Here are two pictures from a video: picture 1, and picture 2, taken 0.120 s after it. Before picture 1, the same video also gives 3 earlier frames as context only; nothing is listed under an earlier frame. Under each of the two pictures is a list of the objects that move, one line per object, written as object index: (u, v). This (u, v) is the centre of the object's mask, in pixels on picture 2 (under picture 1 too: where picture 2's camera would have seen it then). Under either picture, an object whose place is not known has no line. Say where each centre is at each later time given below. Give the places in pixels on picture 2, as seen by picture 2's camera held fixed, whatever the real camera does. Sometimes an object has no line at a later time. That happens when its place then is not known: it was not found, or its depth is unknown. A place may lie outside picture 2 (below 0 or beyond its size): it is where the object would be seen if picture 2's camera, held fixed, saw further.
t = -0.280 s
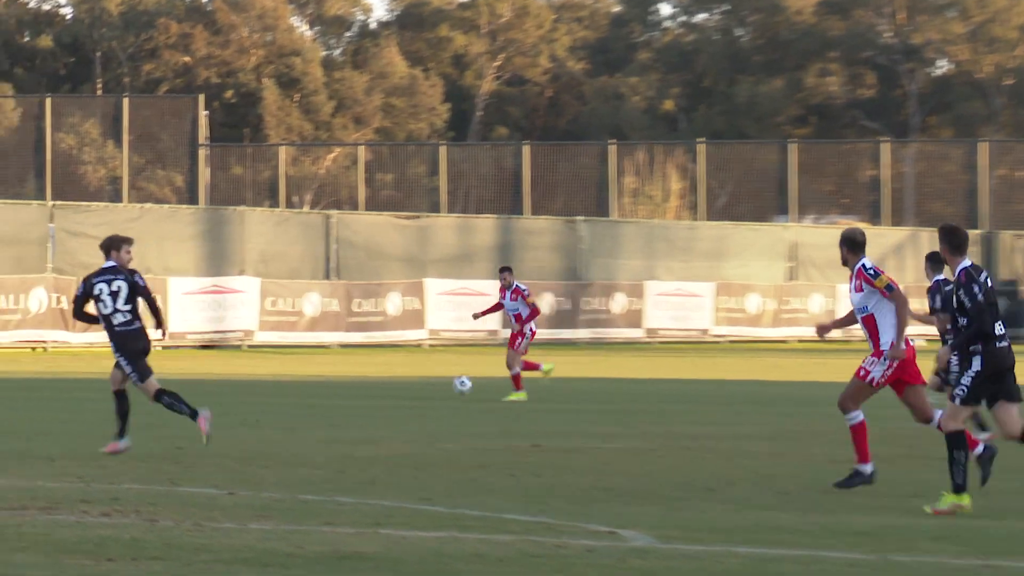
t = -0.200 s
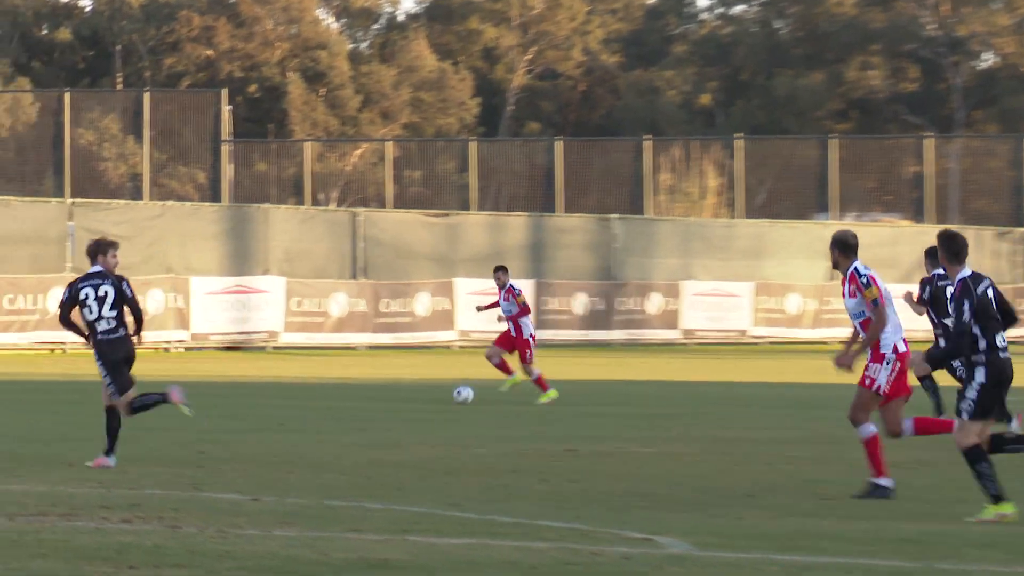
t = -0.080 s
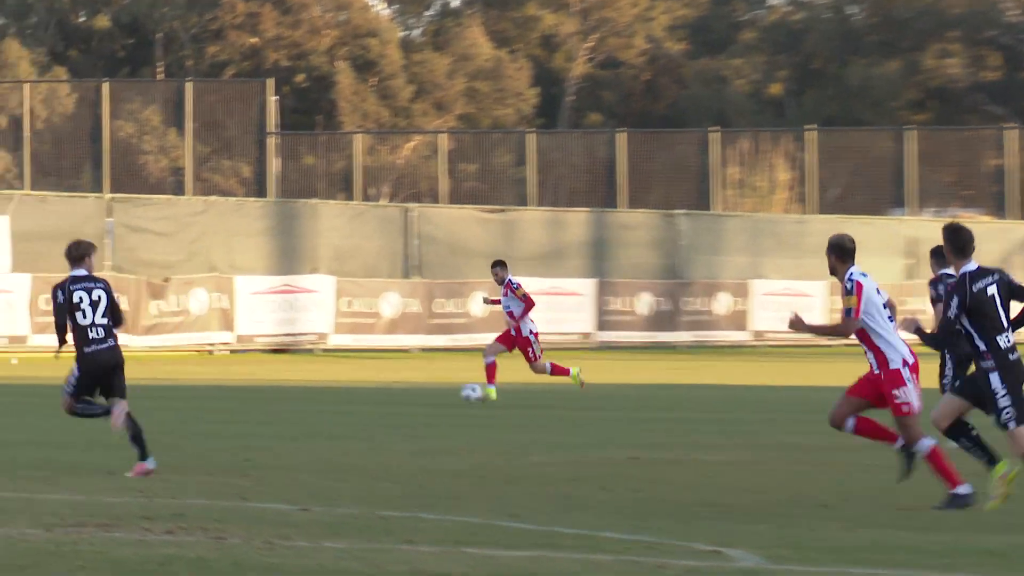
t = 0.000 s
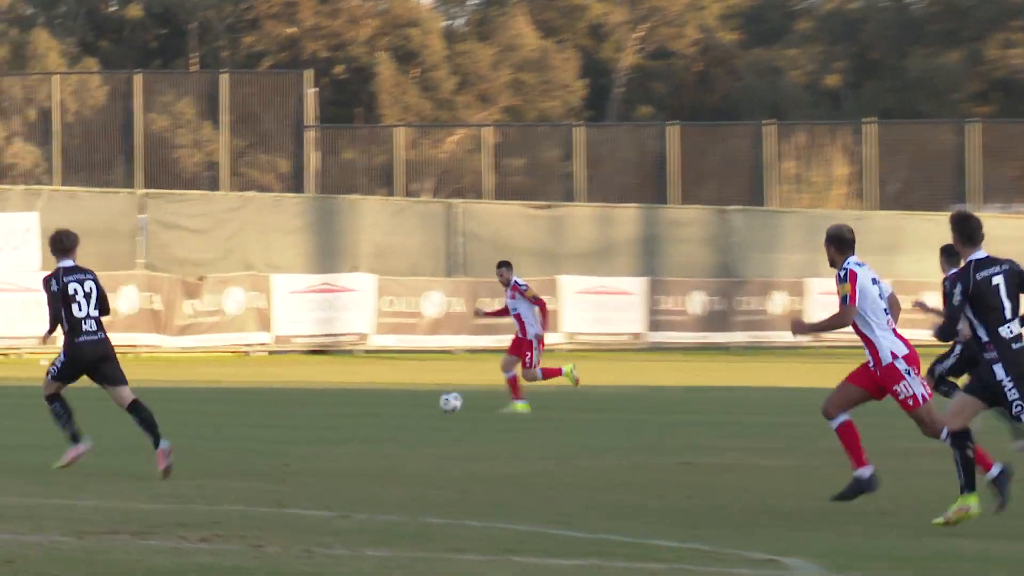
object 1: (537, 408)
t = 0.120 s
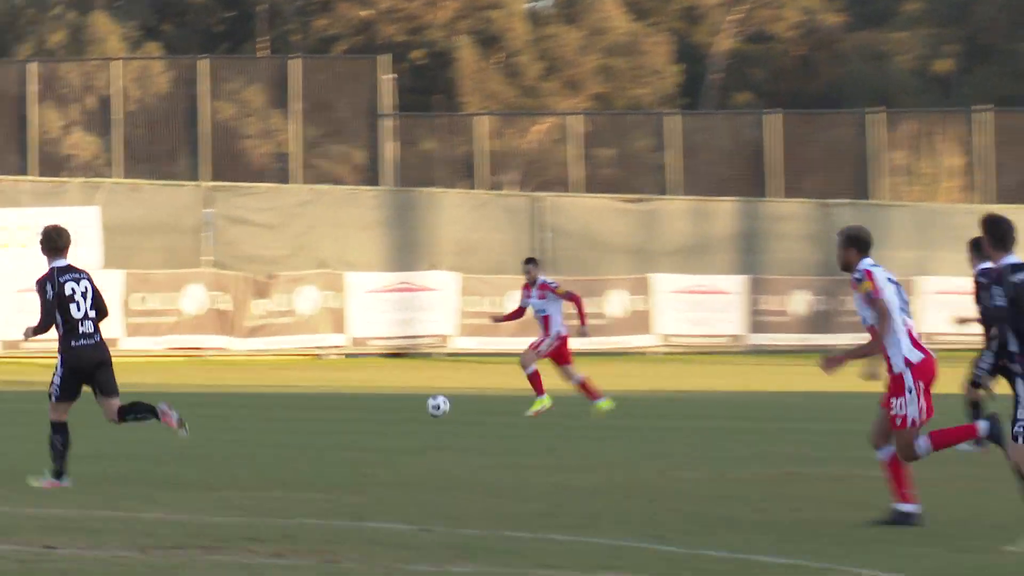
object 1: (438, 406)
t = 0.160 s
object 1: (405, 406)
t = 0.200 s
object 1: (372, 408)
